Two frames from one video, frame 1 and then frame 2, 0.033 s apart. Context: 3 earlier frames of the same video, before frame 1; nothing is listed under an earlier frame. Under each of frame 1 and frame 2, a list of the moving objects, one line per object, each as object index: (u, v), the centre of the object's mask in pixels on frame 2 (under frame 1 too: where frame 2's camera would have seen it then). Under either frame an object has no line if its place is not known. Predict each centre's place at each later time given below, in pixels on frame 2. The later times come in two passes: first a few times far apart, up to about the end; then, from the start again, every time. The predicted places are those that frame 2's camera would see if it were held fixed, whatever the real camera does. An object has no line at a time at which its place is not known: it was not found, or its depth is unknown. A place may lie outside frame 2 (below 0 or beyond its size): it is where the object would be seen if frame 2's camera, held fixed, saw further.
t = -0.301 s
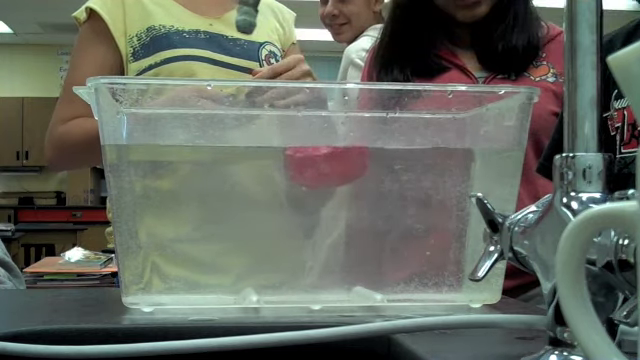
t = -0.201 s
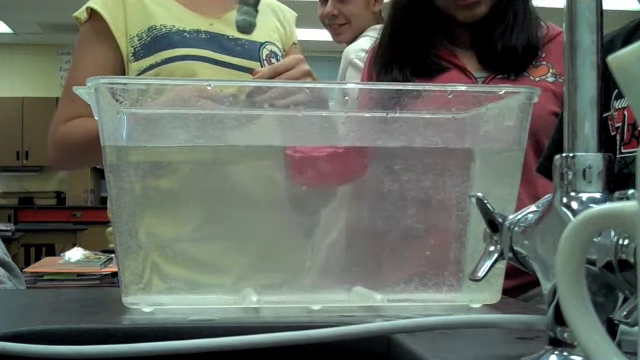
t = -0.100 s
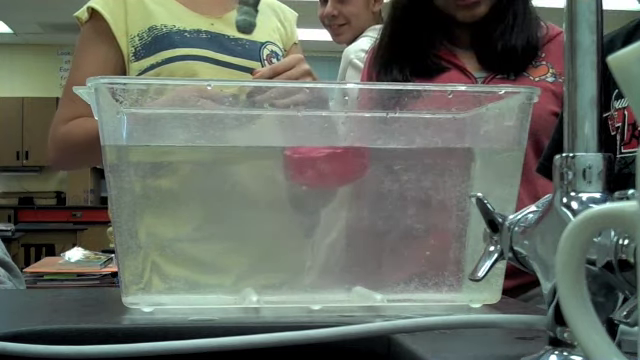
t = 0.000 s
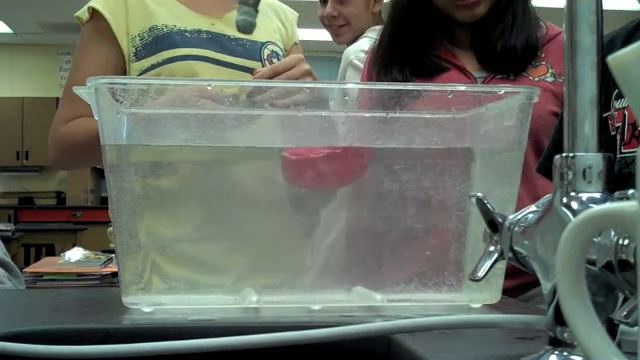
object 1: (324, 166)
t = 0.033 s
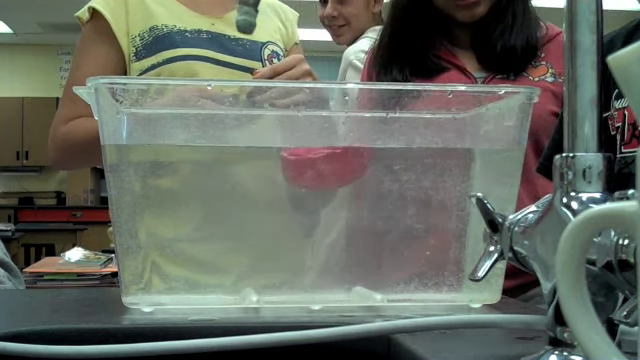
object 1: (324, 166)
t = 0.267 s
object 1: (319, 166)
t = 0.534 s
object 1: (315, 169)
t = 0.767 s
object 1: (300, 195)
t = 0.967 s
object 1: (292, 265)
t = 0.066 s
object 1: (323, 166)
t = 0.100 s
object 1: (322, 167)
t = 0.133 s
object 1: (322, 166)
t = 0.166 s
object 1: (321, 166)
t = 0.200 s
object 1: (320, 166)
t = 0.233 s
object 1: (319, 166)
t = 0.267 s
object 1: (319, 166)
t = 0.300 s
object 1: (319, 167)
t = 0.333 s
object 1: (318, 167)
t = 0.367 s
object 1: (318, 167)
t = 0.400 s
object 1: (318, 168)
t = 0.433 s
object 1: (318, 168)
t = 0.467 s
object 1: (317, 168)
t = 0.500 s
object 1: (316, 168)
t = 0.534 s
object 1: (315, 169)
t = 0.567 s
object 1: (313, 170)
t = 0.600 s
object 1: (312, 171)
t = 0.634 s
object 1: (308, 174)
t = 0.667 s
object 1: (307, 177)
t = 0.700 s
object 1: (304, 179)
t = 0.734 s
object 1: (302, 182)
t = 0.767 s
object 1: (300, 195)
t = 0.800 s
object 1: (298, 204)
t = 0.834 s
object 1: (296, 214)
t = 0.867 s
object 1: (294, 225)
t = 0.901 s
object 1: (293, 238)
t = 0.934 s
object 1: (292, 251)
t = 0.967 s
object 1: (292, 265)
